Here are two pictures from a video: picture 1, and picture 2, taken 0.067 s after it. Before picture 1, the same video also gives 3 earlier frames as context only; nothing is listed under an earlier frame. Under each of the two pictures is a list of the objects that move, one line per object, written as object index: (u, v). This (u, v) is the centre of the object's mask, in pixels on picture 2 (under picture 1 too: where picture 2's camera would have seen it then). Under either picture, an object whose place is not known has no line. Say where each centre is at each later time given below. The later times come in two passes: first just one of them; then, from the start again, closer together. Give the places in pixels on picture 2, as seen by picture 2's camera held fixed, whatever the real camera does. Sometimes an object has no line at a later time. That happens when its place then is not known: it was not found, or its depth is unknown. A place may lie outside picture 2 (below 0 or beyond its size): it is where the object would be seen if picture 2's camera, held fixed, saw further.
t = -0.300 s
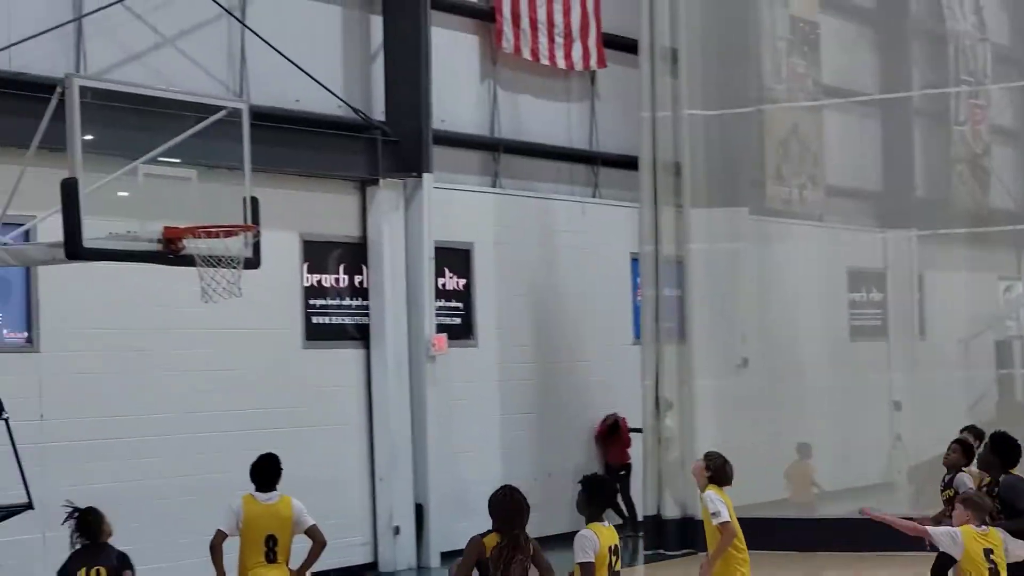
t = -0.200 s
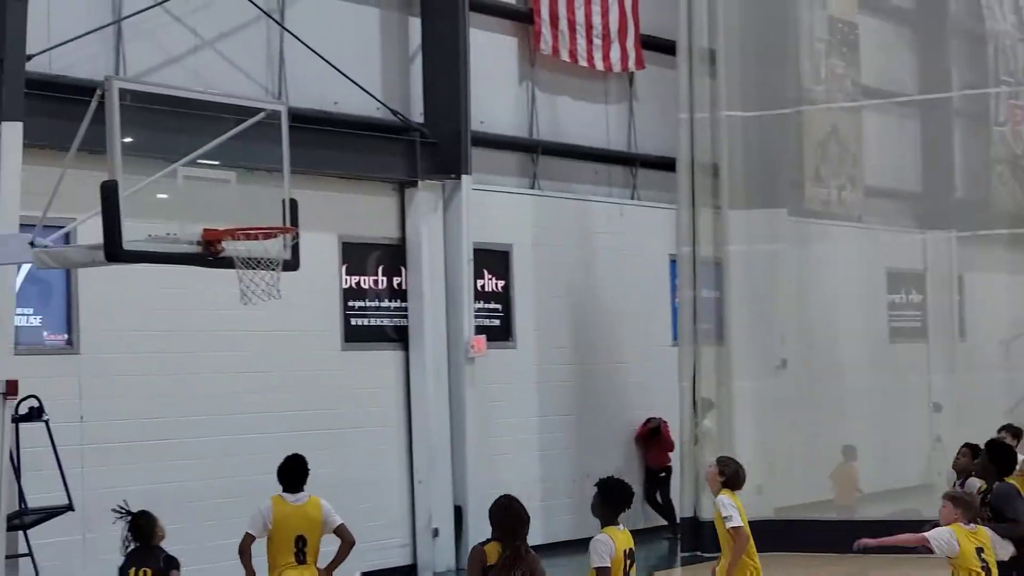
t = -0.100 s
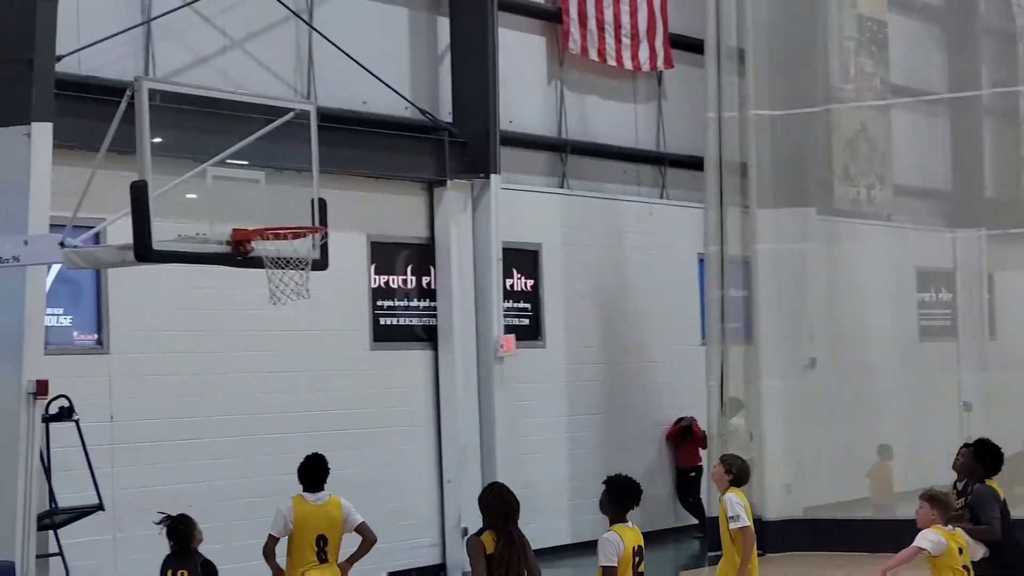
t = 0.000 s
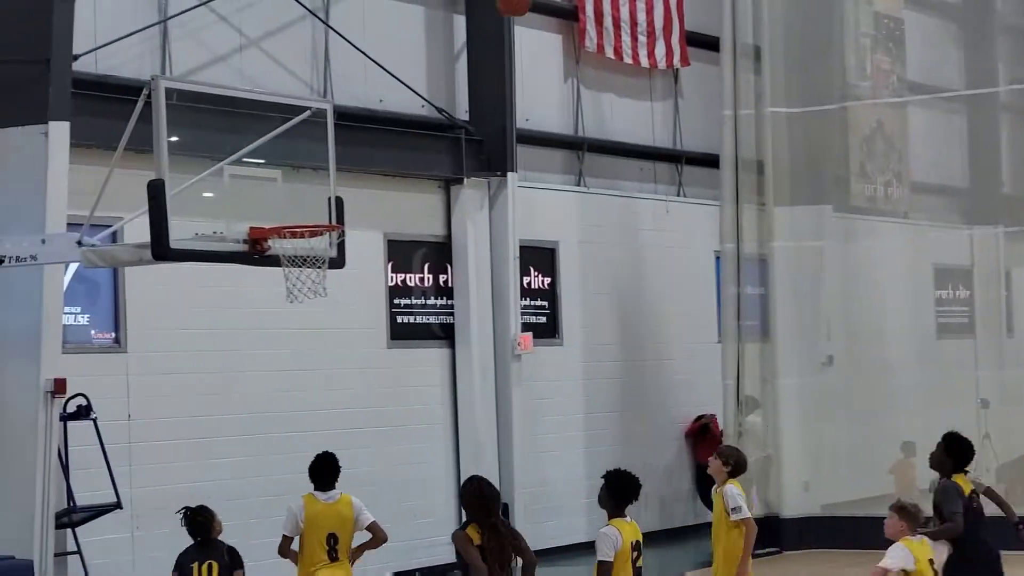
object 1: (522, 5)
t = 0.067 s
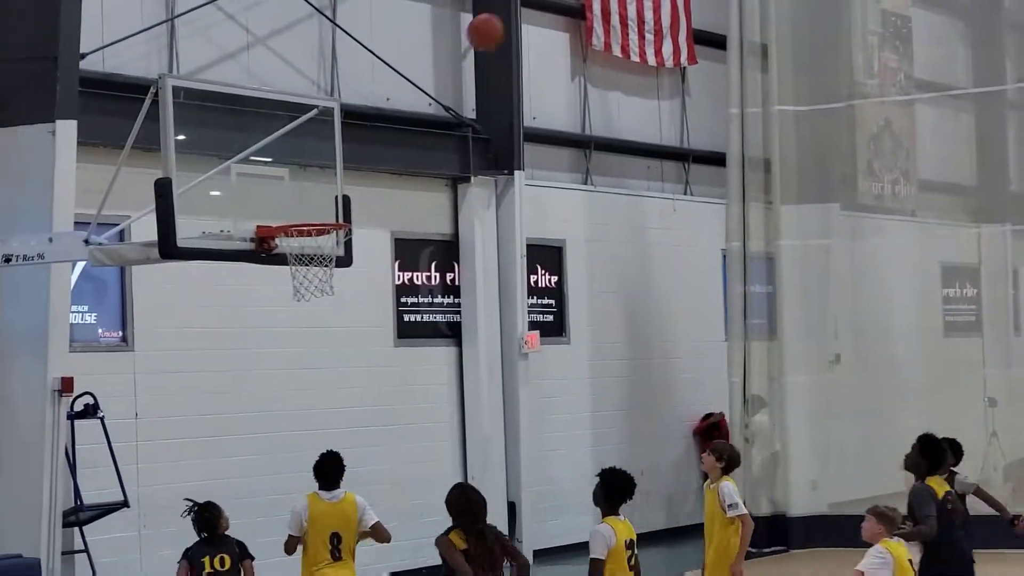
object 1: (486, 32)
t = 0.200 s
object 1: (412, 125)
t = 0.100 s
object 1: (468, 53)
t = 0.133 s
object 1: (449, 75)
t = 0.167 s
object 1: (430, 99)
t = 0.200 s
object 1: (412, 125)
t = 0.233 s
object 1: (394, 152)
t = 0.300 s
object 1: (357, 214)
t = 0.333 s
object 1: (371, 204)
